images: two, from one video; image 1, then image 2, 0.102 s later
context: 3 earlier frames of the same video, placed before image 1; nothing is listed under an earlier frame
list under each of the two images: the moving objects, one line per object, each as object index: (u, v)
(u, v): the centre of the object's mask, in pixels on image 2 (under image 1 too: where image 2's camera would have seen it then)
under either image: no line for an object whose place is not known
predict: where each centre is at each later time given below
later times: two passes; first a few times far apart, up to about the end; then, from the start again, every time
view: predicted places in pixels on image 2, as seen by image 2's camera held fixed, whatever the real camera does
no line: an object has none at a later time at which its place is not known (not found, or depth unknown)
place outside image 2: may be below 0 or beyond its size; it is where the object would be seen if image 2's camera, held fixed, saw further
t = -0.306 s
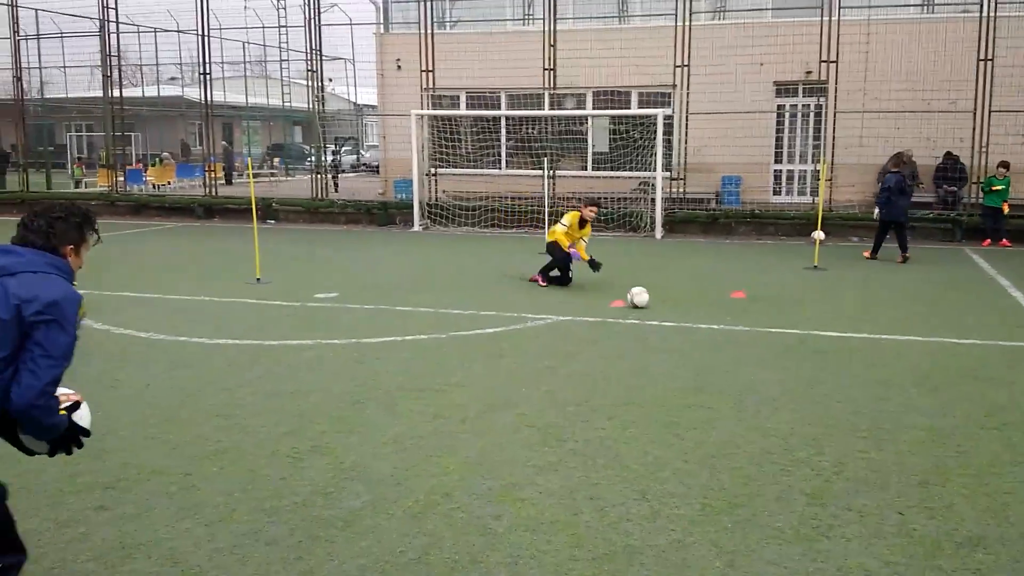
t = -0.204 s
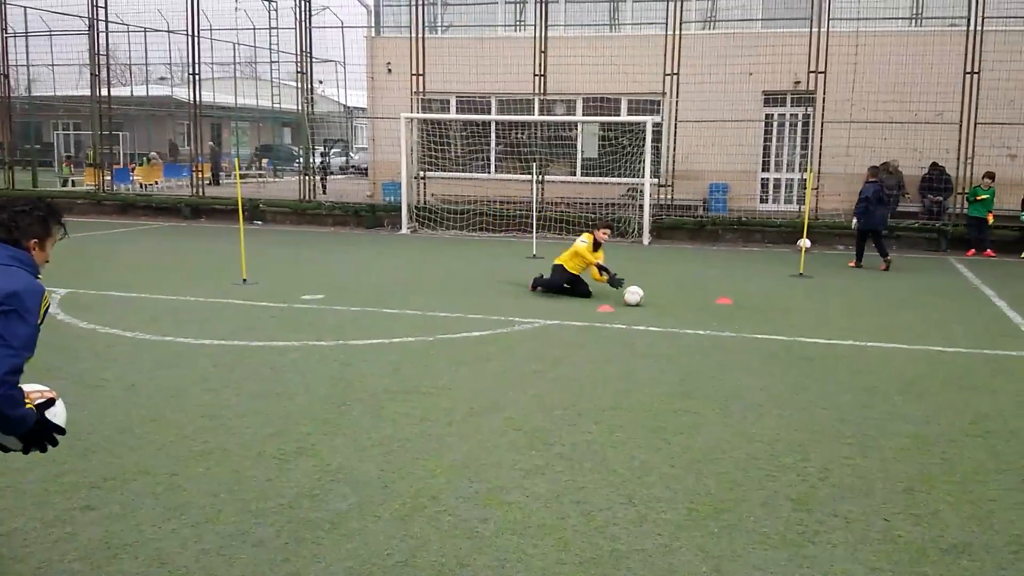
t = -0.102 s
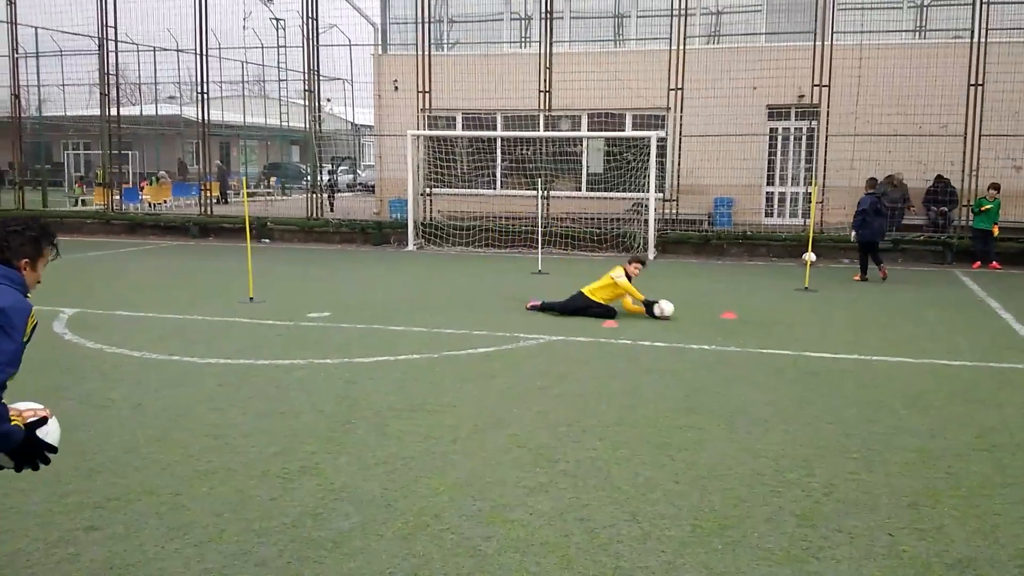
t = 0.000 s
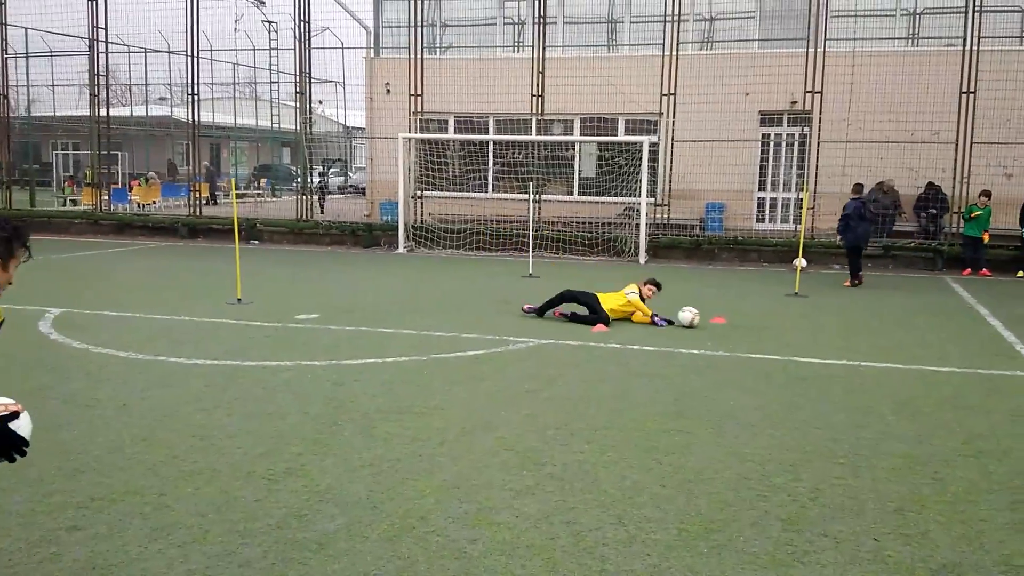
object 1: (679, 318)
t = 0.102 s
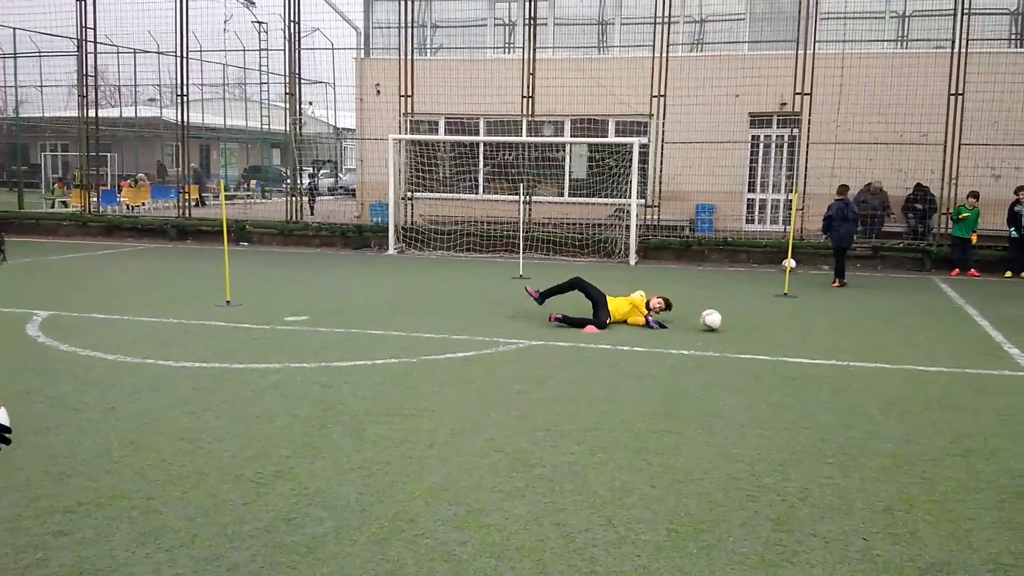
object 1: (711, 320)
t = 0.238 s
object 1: (750, 325)
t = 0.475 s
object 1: (800, 330)
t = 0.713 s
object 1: (850, 335)
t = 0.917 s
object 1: (890, 340)
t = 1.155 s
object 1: (939, 345)
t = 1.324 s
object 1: (973, 349)
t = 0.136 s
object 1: (721, 322)
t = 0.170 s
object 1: (732, 324)
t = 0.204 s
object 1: (741, 324)
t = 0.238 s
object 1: (750, 325)
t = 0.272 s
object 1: (758, 326)
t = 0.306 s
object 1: (766, 326)
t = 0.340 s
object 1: (774, 328)
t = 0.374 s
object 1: (781, 328)
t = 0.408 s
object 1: (787, 329)
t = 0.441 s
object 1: (794, 330)
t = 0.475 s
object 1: (800, 330)
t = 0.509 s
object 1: (807, 331)
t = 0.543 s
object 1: (814, 332)
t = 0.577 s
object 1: (820, 332)
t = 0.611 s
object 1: (828, 333)
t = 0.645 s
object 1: (835, 334)
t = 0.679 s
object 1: (843, 335)
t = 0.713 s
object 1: (850, 335)
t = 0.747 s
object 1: (856, 336)
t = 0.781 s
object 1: (863, 337)
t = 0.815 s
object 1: (870, 338)
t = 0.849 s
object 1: (877, 338)
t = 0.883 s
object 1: (883, 339)
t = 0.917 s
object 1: (890, 340)
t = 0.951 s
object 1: (897, 341)
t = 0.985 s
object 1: (905, 341)
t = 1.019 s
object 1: (911, 342)
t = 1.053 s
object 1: (919, 343)
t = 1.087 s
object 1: (926, 343)
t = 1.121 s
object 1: (932, 344)
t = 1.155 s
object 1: (939, 345)
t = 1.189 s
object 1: (946, 346)
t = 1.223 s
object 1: (953, 347)
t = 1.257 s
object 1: (960, 347)
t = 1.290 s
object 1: (966, 348)
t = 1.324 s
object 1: (973, 349)
